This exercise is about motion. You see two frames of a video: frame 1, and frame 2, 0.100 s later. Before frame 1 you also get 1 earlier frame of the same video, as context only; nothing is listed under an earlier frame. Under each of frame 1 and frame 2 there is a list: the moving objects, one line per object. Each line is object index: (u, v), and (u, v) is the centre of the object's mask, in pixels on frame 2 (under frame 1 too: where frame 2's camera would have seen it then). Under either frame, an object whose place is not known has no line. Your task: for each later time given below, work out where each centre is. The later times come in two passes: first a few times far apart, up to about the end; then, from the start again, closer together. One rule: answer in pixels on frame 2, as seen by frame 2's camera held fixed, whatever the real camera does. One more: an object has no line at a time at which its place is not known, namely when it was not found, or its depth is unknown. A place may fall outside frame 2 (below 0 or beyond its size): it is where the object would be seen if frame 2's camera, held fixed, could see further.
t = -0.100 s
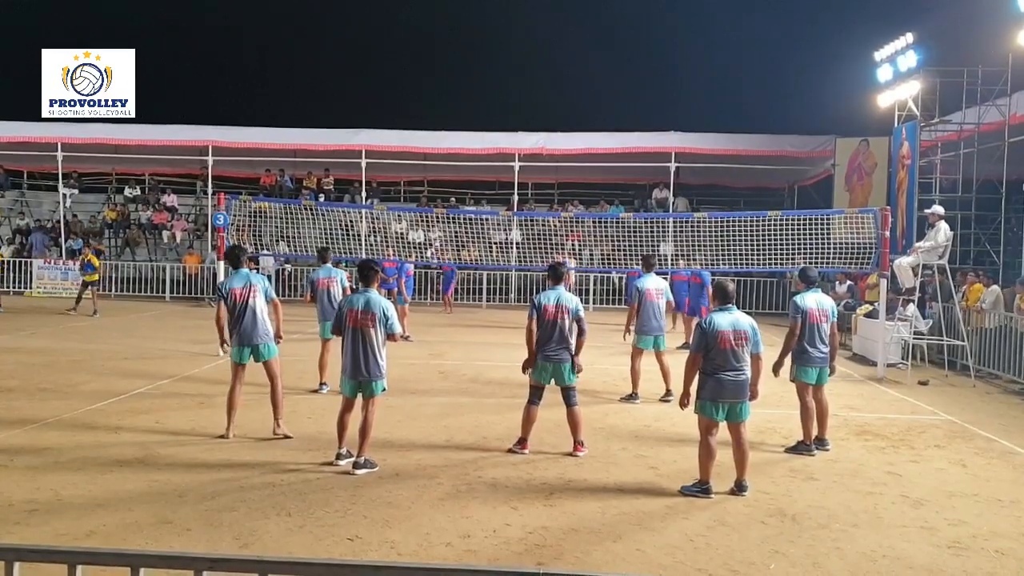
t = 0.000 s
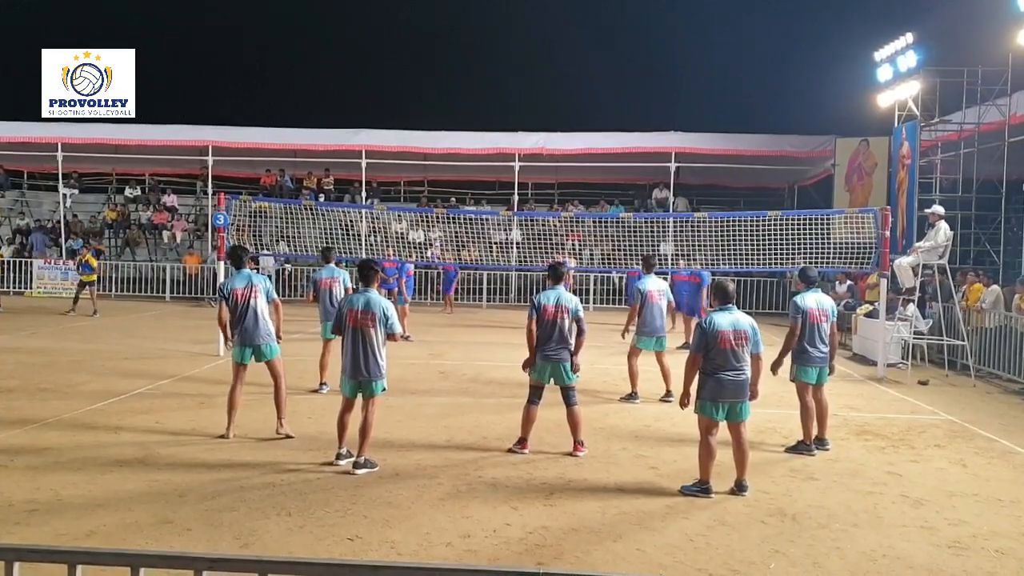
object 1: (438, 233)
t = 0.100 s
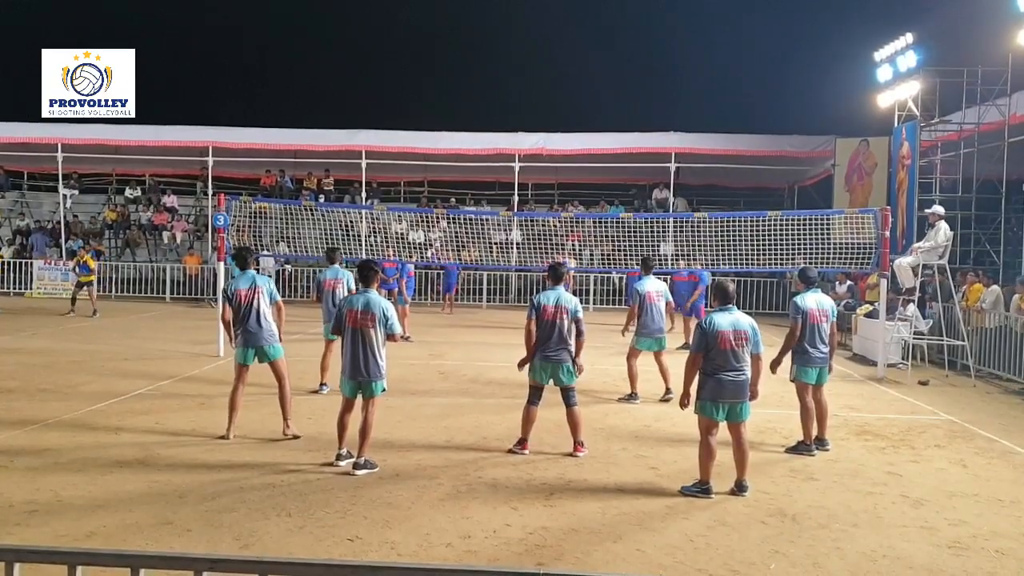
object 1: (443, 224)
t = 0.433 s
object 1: (469, 145)
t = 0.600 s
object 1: (487, 117)
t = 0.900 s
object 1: (524, 97)
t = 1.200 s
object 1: (578, 142)
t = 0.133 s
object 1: (445, 216)
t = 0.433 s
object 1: (469, 145)
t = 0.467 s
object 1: (473, 139)
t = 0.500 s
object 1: (477, 132)
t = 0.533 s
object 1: (480, 127)
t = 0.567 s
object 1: (483, 122)
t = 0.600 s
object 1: (487, 117)
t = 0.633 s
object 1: (490, 113)
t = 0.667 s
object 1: (494, 109)
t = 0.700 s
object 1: (498, 105)
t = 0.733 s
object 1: (502, 102)
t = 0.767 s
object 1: (506, 100)
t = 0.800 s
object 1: (510, 98)
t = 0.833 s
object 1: (515, 97)
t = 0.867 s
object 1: (519, 97)
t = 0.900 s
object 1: (524, 97)
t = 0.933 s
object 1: (529, 98)
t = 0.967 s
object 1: (534, 100)
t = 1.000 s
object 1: (539, 103)
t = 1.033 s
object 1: (545, 107)
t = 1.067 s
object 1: (551, 112)
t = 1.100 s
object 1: (557, 118)
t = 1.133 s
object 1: (563, 125)
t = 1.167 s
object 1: (570, 133)
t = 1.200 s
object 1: (578, 142)
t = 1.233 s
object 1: (585, 155)
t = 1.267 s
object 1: (593, 167)
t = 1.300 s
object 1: (602, 182)
